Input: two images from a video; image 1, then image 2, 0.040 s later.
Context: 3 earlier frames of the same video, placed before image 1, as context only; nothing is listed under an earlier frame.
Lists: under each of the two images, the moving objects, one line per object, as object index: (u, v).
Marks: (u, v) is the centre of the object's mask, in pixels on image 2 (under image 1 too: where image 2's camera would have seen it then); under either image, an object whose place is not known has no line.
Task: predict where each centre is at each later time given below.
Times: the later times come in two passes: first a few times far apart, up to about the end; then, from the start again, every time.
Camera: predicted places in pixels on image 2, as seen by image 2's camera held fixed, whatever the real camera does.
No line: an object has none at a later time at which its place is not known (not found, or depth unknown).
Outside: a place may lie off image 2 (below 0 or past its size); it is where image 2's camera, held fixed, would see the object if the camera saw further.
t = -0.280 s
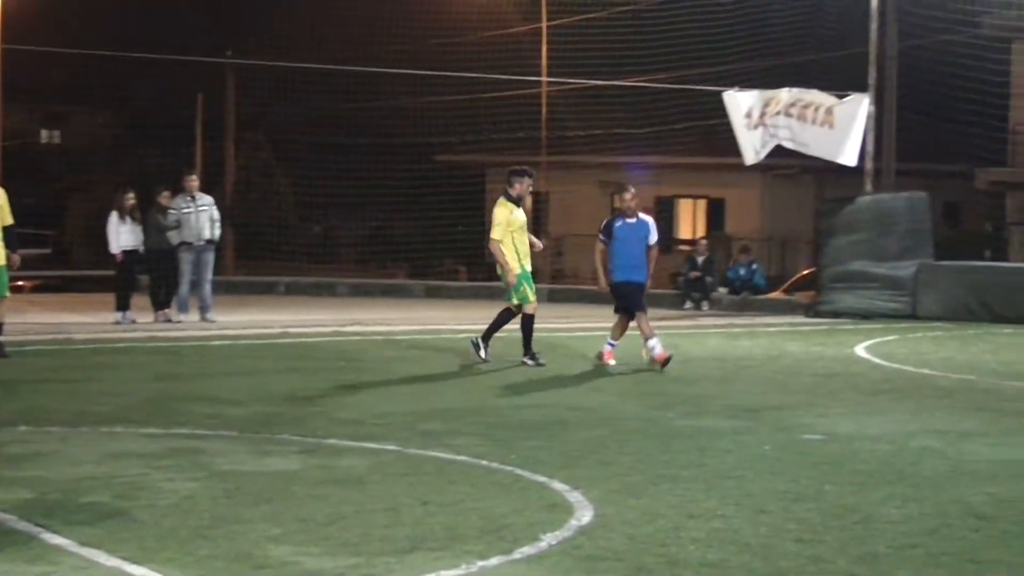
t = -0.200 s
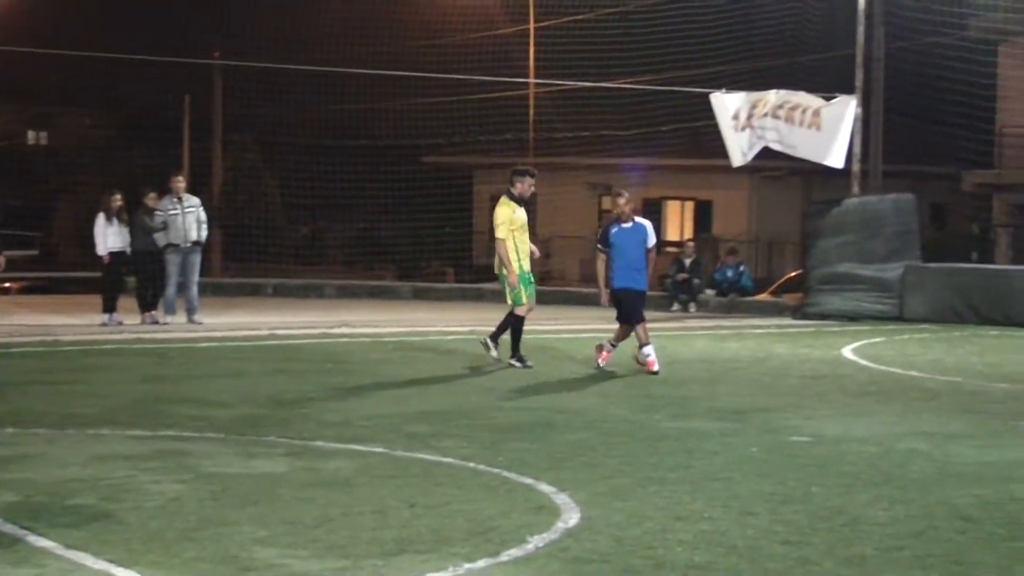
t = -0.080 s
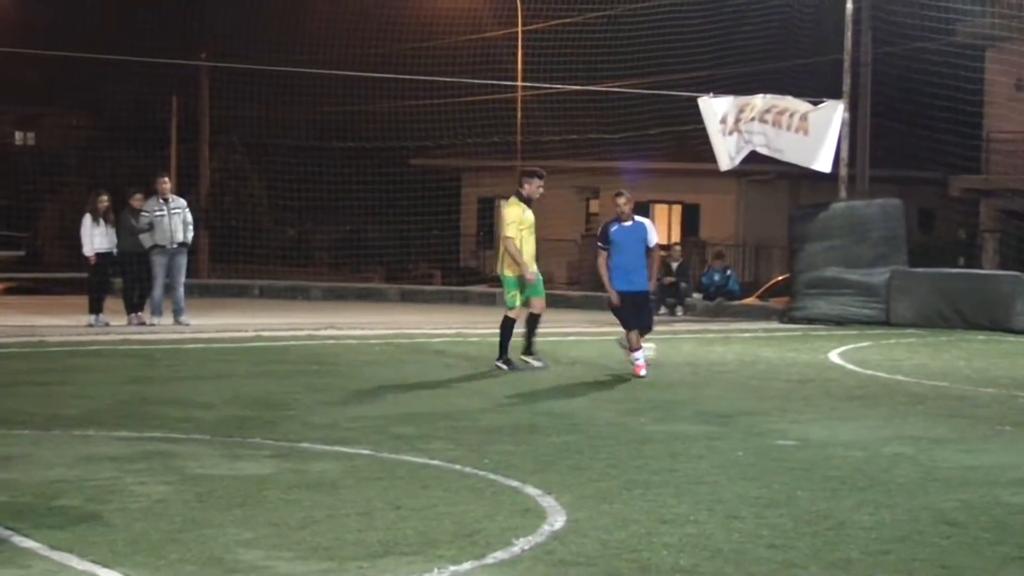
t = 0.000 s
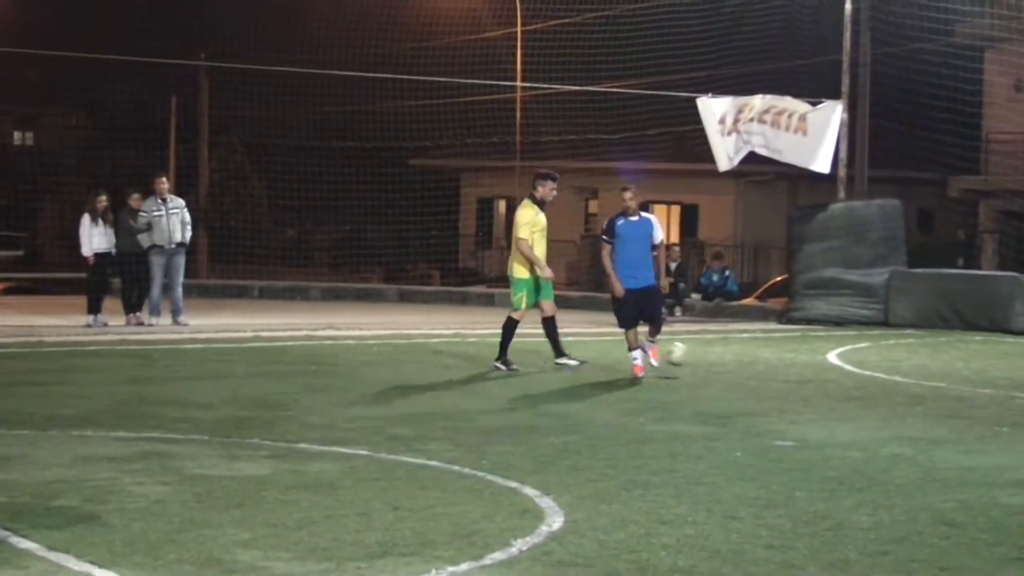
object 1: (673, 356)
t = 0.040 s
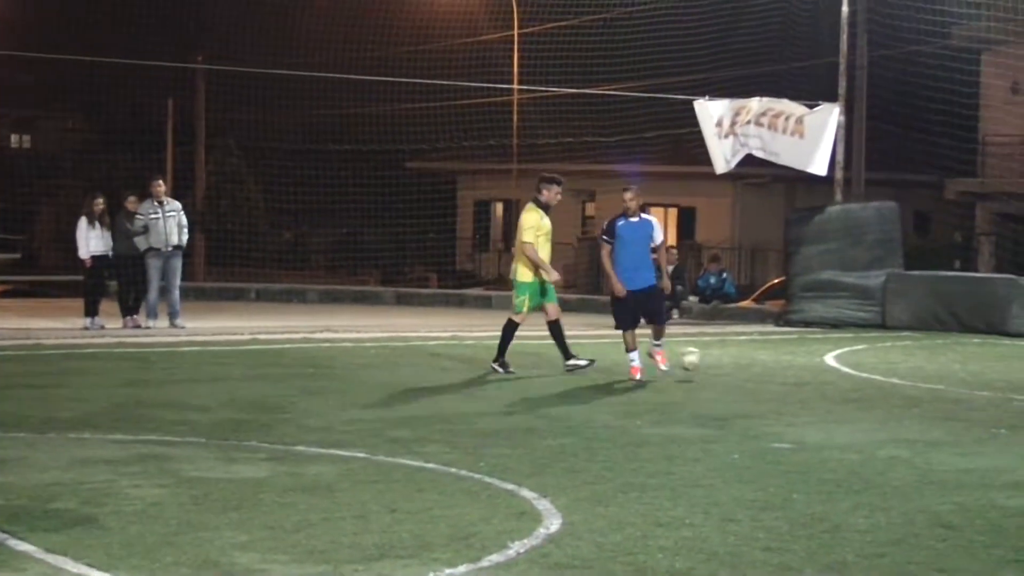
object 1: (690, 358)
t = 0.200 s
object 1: (747, 369)
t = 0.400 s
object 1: (802, 373)
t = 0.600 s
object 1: (853, 376)
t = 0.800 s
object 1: (905, 379)
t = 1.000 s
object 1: (958, 382)
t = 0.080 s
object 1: (706, 363)
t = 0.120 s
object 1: (724, 370)
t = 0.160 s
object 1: (736, 369)
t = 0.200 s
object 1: (747, 369)
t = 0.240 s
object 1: (760, 369)
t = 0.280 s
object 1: (772, 372)
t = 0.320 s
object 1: (782, 371)
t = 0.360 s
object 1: (792, 370)
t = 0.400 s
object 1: (802, 373)
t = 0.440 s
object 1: (813, 373)
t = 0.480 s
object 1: (822, 374)
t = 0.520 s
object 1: (833, 377)
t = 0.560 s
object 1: (843, 375)
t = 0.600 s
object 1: (853, 376)
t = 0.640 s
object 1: (863, 377)
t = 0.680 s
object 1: (874, 377)
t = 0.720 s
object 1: (885, 378)
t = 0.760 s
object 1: (895, 379)
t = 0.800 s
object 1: (905, 379)
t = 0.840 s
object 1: (916, 380)
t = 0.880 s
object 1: (927, 380)
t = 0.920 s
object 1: (937, 381)
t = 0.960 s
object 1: (947, 382)
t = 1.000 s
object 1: (958, 382)
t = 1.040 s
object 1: (968, 382)
